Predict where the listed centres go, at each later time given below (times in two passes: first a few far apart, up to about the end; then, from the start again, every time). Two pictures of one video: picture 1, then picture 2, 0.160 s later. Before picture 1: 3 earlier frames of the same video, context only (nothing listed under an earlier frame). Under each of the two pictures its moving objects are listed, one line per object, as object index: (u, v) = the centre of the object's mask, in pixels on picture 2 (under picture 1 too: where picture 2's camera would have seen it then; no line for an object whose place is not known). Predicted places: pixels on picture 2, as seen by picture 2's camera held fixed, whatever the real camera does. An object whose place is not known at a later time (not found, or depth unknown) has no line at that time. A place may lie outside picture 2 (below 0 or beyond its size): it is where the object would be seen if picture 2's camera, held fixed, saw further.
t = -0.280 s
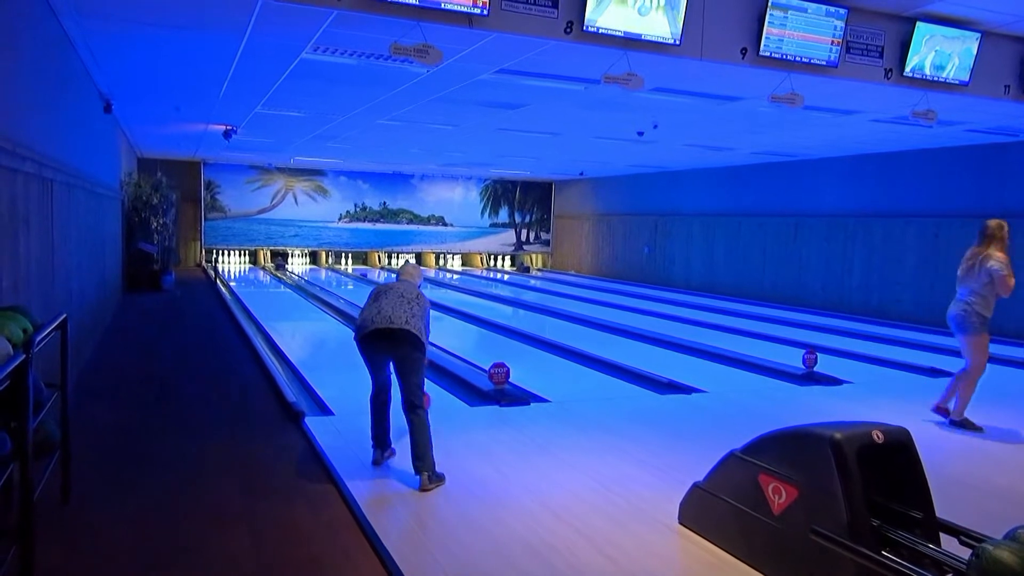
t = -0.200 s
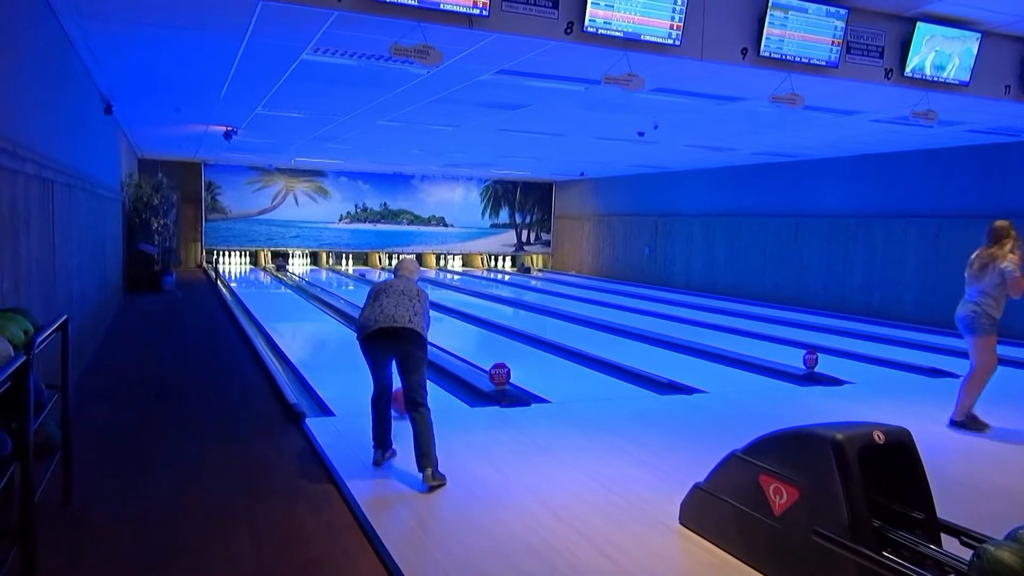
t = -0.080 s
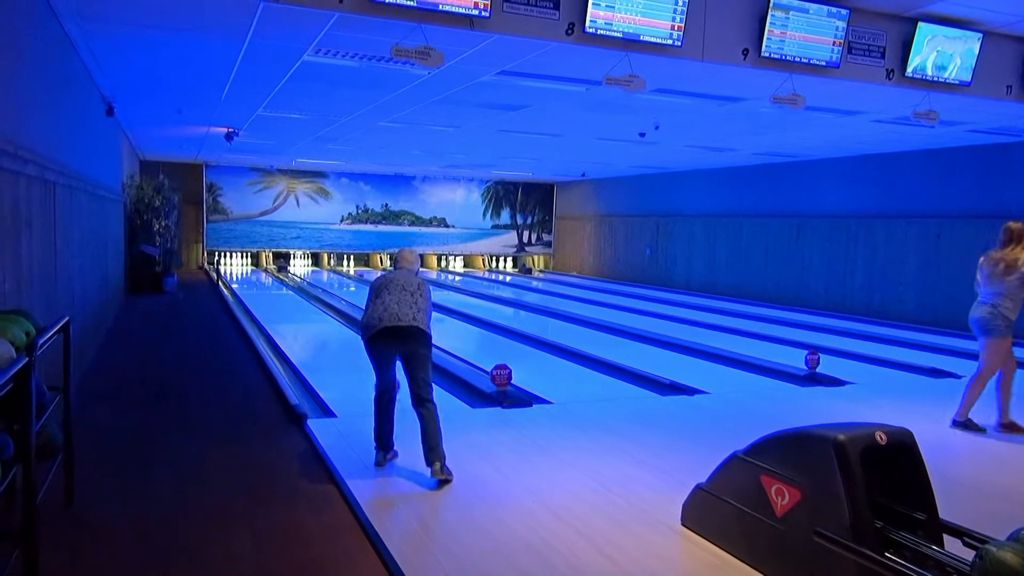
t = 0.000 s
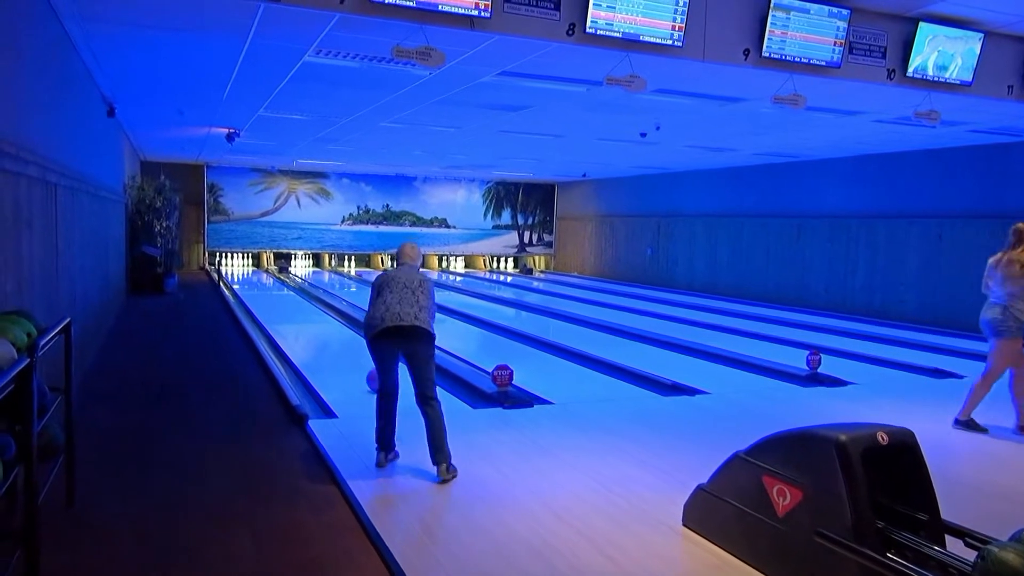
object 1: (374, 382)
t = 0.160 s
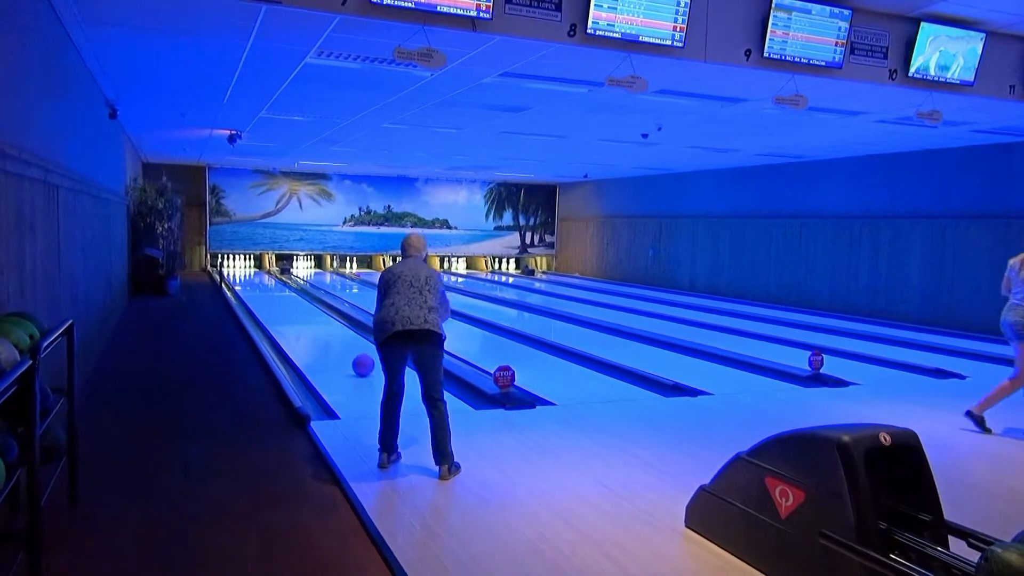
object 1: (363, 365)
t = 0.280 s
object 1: (352, 356)
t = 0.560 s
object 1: (332, 338)
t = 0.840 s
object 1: (317, 324)
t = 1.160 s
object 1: (303, 313)
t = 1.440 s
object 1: (293, 305)
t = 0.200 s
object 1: (359, 362)
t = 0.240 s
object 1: (356, 359)
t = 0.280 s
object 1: (352, 356)
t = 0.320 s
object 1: (349, 353)
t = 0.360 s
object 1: (346, 350)
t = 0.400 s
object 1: (343, 348)
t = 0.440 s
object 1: (340, 345)
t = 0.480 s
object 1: (337, 342)
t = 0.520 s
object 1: (335, 340)
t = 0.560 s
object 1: (332, 338)
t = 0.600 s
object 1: (330, 336)
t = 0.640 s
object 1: (327, 334)
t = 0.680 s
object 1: (325, 332)
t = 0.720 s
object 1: (323, 330)
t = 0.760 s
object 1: (321, 328)
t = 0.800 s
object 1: (319, 326)
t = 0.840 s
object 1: (317, 324)
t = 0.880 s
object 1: (315, 323)
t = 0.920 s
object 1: (313, 321)
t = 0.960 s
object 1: (311, 320)
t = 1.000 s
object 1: (309, 318)
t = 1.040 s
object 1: (308, 317)
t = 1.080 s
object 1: (306, 315)
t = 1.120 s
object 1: (304, 314)
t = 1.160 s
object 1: (303, 313)
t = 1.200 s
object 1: (301, 312)
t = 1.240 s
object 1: (300, 310)
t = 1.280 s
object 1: (298, 309)
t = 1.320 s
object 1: (297, 308)
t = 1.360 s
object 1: (296, 307)
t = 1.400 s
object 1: (294, 306)
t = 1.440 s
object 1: (293, 305)
